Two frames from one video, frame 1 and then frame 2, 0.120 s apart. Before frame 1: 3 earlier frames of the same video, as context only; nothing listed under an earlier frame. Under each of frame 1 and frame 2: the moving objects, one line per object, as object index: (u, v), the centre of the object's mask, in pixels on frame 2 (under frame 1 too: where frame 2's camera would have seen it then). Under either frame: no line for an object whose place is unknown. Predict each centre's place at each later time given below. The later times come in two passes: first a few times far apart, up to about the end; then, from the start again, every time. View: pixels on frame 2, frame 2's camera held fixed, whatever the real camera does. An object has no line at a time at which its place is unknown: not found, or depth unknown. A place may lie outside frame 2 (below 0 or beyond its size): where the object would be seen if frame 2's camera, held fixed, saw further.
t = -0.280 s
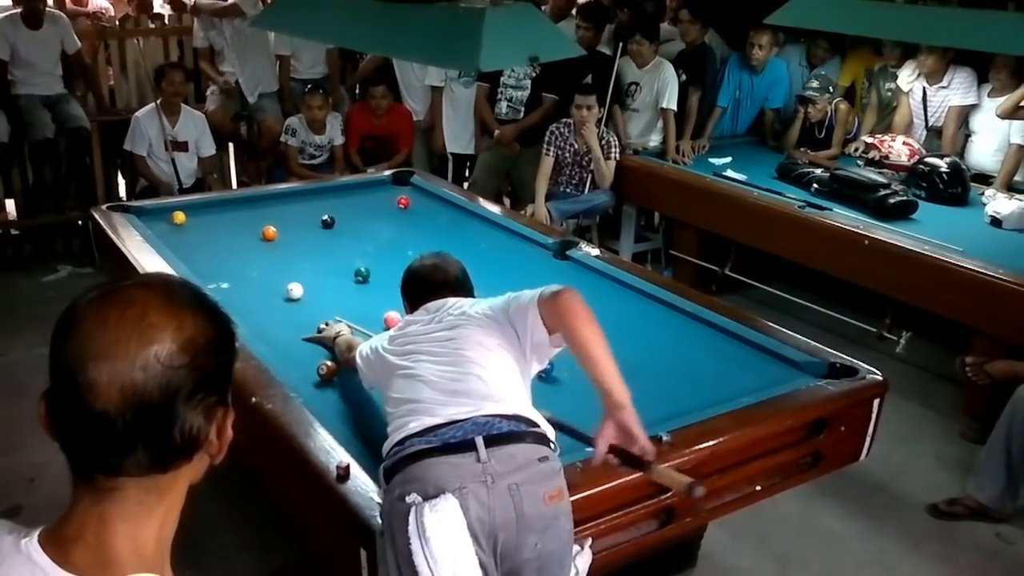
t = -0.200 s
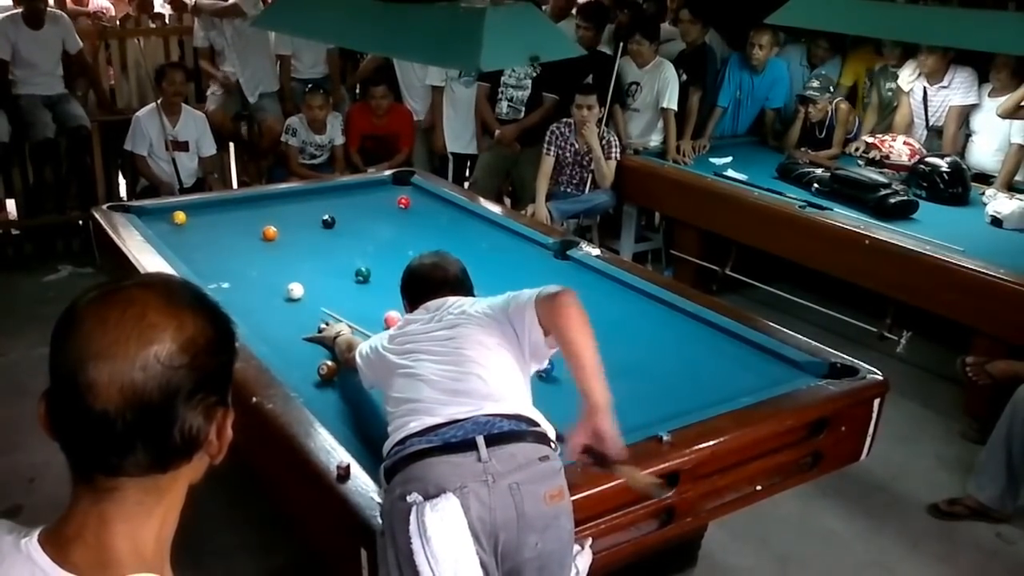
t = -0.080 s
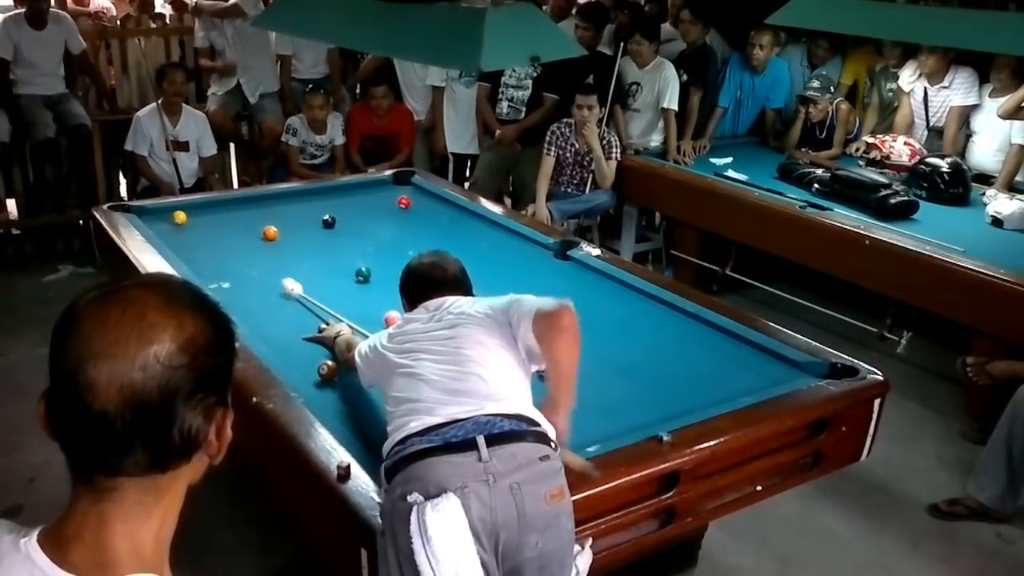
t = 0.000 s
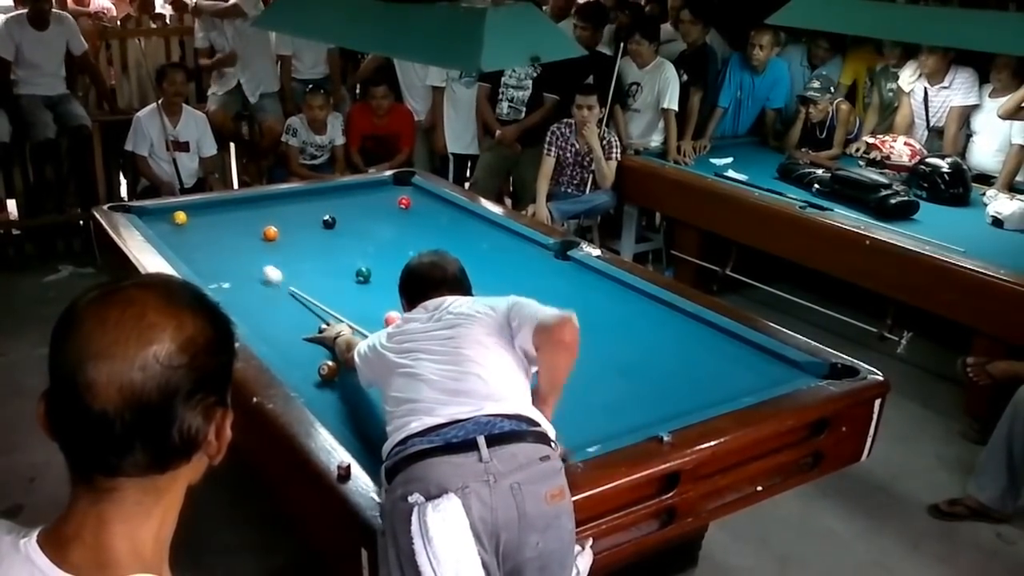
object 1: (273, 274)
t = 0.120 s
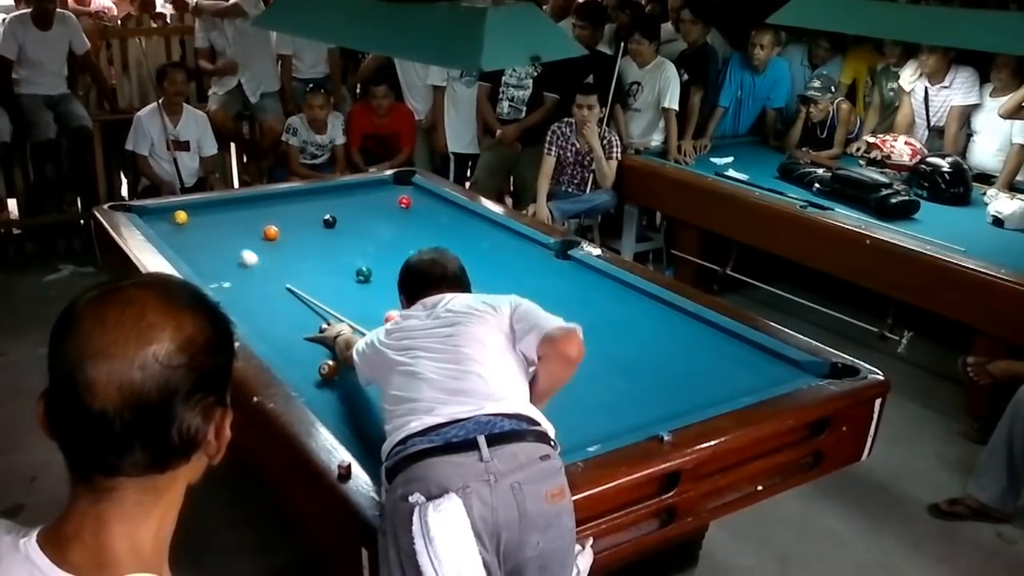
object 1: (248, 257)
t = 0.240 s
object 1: (231, 246)
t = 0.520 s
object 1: (198, 224)
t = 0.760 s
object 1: (204, 211)
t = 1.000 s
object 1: (219, 203)
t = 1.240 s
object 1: (244, 204)
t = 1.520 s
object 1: (272, 205)
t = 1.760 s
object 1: (295, 206)
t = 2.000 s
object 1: (316, 206)
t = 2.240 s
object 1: (337, 206)
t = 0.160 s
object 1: (242, 254)
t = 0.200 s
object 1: (236, 249)
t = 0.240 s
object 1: (231, 246)
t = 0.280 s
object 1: (226, 243)
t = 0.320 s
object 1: (221, 239)
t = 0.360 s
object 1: (216, 236)
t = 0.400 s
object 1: (212, 233)
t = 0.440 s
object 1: (207, 229)
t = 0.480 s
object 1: (203, 226)
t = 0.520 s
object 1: (198, 224)
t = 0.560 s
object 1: (194, 220)
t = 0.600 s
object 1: (193, 218)
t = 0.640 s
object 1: (197, 216)
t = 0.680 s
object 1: (199, 214)
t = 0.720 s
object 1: (202, 213)
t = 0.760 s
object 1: (204, 211)
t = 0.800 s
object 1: (206, 209)
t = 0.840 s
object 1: (208, 208)
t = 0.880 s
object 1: (210, 206)
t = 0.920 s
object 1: (212, 204)
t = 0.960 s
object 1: (215, 203)
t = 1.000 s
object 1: (219, 203)
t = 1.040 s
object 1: (223, 204)
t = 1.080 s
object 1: (228, 204)
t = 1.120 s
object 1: (232, 204)
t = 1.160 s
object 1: (236, 204)
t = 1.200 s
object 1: (240, 204)
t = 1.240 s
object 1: (244, 204)
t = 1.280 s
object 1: (248, 204)
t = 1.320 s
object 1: (253, 204)
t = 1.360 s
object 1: (256, 205)
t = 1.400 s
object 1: (260, 205)
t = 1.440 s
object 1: (264, 205)
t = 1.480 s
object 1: (268, 205)
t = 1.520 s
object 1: (272, 205)
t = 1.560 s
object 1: (276, 205)
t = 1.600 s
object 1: (280, 205)
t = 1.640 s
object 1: (283, 205)
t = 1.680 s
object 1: (287, 205)
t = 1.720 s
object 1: (291, 206)
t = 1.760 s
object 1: (295, 206)
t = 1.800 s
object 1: (299, 206)
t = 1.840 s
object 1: (302, 206)
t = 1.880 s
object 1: (306, 206)
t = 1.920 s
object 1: (309, 206)
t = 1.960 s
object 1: (313, 206)
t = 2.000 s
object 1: (316, 206)
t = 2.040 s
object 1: (320, 206)
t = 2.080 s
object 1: (323, 206)
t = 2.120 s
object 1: (327, 206)
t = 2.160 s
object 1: (330, 206)
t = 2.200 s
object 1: (333, 206)
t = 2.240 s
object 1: (337, 206)
